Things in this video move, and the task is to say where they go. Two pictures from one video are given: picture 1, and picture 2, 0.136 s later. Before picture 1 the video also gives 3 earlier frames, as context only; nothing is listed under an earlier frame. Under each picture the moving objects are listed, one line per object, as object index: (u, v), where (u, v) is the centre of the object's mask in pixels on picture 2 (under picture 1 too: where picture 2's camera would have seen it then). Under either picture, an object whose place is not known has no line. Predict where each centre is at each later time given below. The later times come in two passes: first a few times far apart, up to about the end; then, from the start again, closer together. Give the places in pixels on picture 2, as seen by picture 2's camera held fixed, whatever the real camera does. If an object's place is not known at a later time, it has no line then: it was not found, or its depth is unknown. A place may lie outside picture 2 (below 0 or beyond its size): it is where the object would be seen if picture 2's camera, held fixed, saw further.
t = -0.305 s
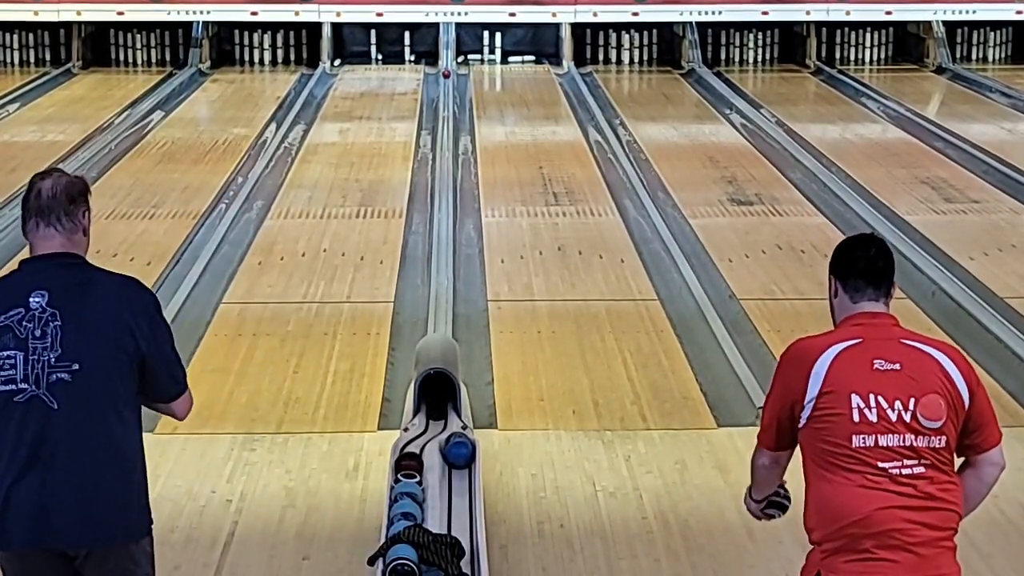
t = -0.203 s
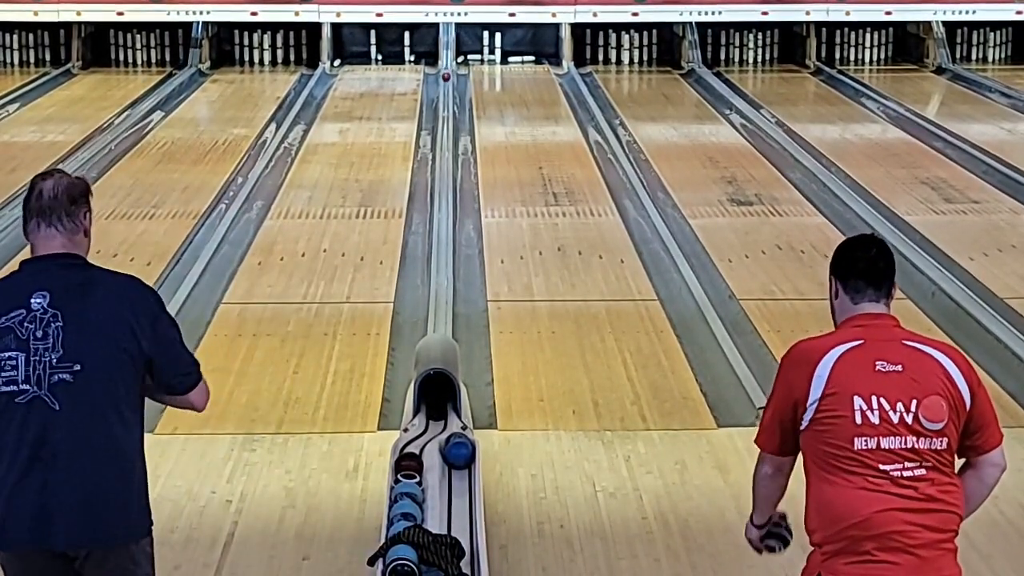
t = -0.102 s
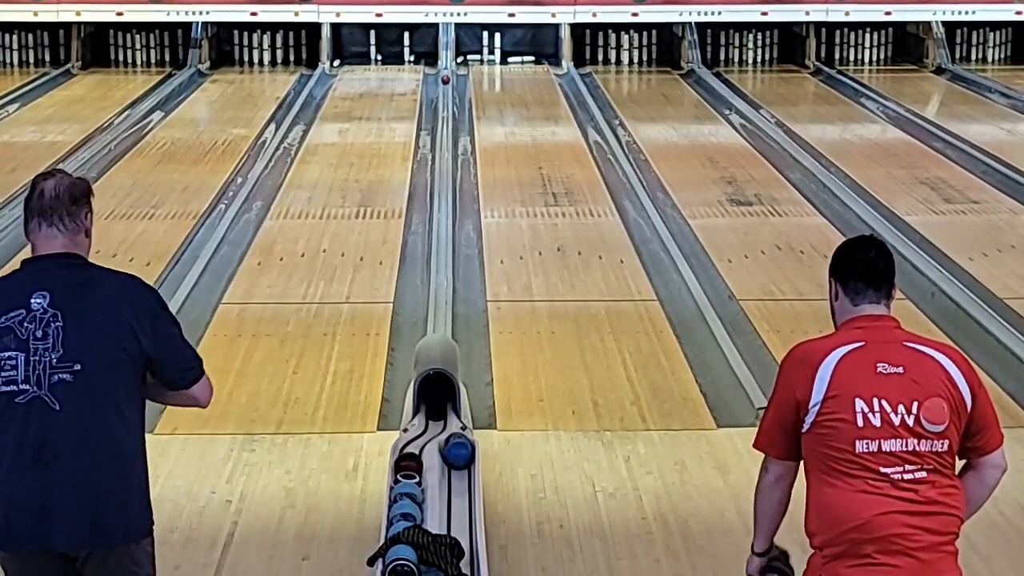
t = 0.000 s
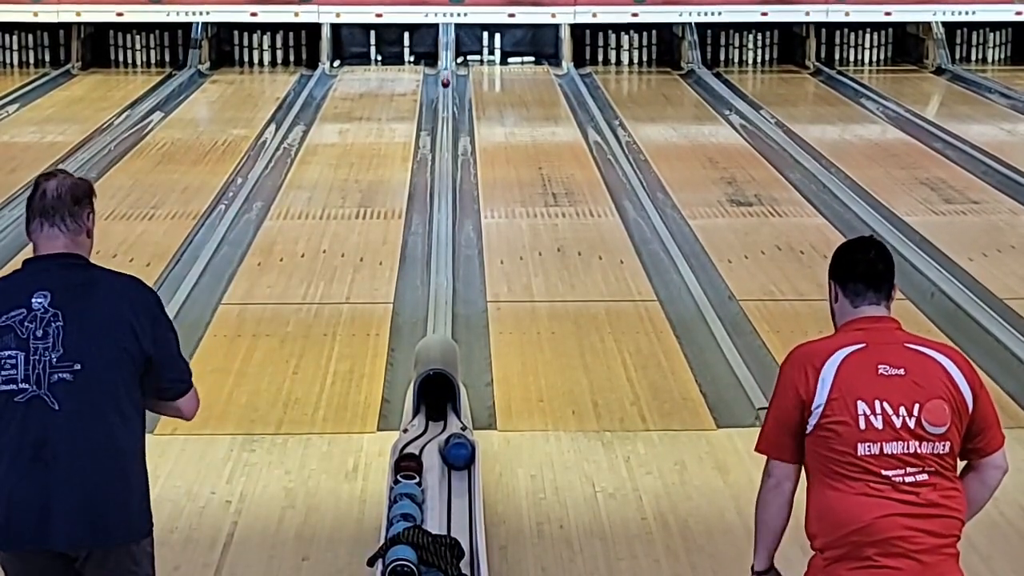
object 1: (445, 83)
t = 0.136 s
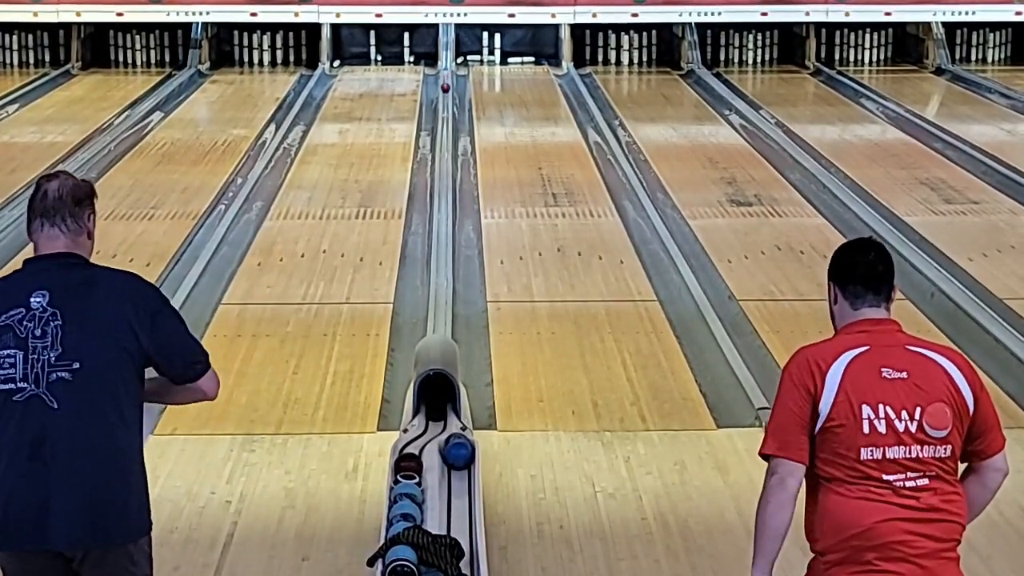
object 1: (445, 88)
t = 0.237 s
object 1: (445, 91)
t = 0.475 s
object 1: (445, 98)
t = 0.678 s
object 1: (445, 105)
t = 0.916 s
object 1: (445, 114)
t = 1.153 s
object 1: (444, 122)
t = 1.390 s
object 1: (444, 131)
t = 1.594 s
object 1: (444, 140)
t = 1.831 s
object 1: (443, 149)
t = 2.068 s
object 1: (443, 162)
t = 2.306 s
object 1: (443, 174)
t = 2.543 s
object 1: (443, 187)
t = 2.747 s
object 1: (442, 198)
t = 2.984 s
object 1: (443, 213)
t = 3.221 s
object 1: (442, 230)
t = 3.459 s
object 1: (441, 247)
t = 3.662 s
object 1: (441, 262)
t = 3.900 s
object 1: (441, 282)
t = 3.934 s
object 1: (440, 285)
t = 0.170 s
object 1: (445, 89)
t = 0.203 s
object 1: (445, 90)
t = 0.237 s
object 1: (445, 91)
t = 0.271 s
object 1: (445, 92)
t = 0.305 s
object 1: (445, 93)
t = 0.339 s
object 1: (445, 94)
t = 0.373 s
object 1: (445, 95)
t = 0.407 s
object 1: (445, 96)
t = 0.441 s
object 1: (445, 97)
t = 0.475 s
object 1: (445, 98)
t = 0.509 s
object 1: (445, 99)
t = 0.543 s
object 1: (445, 101)
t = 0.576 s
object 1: (445, 102)
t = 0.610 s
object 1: (445, 103)
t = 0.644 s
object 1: (445, 104)
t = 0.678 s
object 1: (445, 105)
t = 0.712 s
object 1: (445, 107)
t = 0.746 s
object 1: (445, 108)
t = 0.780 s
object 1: (445, 109)
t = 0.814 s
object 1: (445, 110)
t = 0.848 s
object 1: (445, 111)
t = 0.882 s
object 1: (445, 113)
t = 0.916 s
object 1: (445, 114)
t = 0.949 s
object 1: (445, 115)
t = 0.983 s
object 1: (445, 116)
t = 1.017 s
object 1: (445, 117)
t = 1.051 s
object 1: (445, 119)
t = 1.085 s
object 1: (444, 120)
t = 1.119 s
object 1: (444, 121)
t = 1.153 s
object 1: (444, 122)
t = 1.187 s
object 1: (444, 123)
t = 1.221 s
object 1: (444, 125)
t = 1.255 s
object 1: (444, 126)
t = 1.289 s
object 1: (444, 127)
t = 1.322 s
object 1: (444, 129)
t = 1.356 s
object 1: (444, 130)
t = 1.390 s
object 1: (444, 131)
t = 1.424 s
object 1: (444, 132)
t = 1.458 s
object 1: (444, 134)
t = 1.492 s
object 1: (444, 136)
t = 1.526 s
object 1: (444, 137)
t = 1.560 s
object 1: (444, 138)
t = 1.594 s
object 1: (444, 140)
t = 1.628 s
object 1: (444, 141)
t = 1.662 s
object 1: (443, 142)
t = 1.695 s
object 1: (443, 144)
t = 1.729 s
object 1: (443, 145)
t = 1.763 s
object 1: (443, 147)
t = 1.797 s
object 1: (443, 148)
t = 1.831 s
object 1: (443, 149)
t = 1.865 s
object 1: (443, 151)
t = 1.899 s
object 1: (443, 153)
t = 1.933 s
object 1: (443, 154)
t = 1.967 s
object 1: (443, 156)
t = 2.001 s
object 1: (443, 158)
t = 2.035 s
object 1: (443, 159)
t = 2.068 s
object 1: (443, 162)
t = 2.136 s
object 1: (443, 166)
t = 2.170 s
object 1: (443, 167)
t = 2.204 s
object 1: (443, 169)
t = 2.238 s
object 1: (443, 171)
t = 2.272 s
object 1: (443, 173)
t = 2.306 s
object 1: (443, 174)
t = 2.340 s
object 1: (443, 176)
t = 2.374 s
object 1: (443, 178)
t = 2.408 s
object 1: (443, 179)
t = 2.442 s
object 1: (443, 181)
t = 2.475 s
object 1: (443, 183)
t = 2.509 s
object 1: (442, 185)
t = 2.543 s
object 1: (443, 187)
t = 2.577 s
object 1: (443, 189)
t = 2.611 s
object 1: (442, 191)
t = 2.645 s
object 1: (443, 192)
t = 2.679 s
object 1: (442, 195)
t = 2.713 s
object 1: (442, 196)
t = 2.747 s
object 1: (442, 198)
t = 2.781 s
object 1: (442, 201)
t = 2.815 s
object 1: (442, 203)
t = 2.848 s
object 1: (442, 205)
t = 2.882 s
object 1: (442, 207)
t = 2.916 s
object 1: (443, 209)
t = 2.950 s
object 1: (443, 210)
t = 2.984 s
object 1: (443, 213)
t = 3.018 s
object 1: (443, 215)
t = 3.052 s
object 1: (442, 218)
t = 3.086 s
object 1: (442, 220)
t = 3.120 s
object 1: (442, 223)
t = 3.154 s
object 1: (442, 225)
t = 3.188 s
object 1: (442, 227)
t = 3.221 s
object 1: (442, 230)
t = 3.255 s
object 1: (442, 232)
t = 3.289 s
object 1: (442, 234)
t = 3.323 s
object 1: (442, 237)
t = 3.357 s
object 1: (442, 239)
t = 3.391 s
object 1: (441, 242)
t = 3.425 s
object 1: (442, 244)
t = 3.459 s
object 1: (441, 247)
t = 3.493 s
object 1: (441, 249)
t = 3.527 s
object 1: (441, 252)
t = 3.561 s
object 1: (441, 255)
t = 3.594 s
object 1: (441, 257)
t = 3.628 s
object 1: (441, 260)
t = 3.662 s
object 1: (441, 262)
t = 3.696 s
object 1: (441, 265)
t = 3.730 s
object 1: (441, 268)
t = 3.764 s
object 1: (441, 271)
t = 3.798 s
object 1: (441, 273)
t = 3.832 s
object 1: (441, 276)
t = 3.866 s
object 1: (441, 279)
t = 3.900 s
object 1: (441, 282)
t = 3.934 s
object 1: (440, 285)
